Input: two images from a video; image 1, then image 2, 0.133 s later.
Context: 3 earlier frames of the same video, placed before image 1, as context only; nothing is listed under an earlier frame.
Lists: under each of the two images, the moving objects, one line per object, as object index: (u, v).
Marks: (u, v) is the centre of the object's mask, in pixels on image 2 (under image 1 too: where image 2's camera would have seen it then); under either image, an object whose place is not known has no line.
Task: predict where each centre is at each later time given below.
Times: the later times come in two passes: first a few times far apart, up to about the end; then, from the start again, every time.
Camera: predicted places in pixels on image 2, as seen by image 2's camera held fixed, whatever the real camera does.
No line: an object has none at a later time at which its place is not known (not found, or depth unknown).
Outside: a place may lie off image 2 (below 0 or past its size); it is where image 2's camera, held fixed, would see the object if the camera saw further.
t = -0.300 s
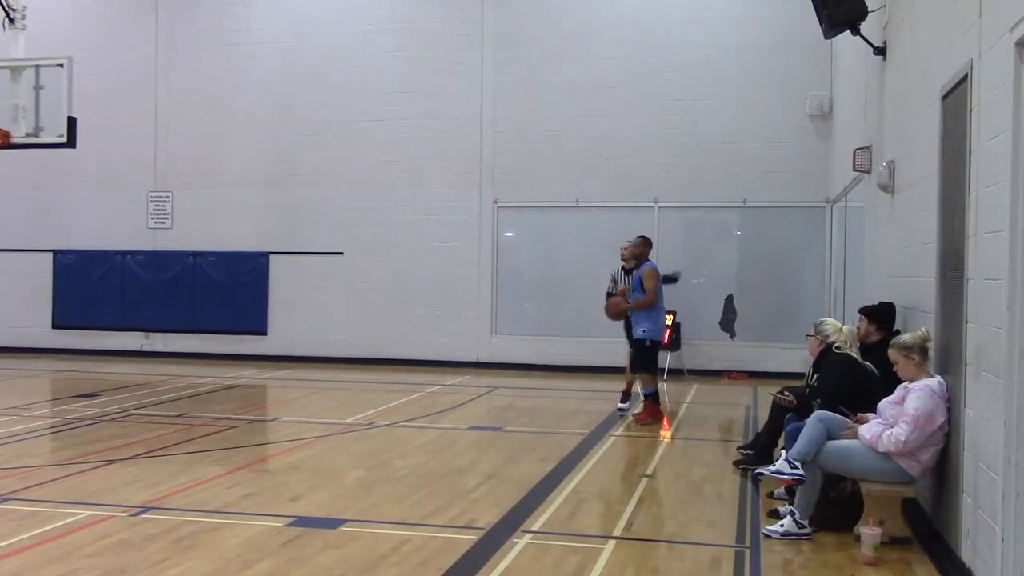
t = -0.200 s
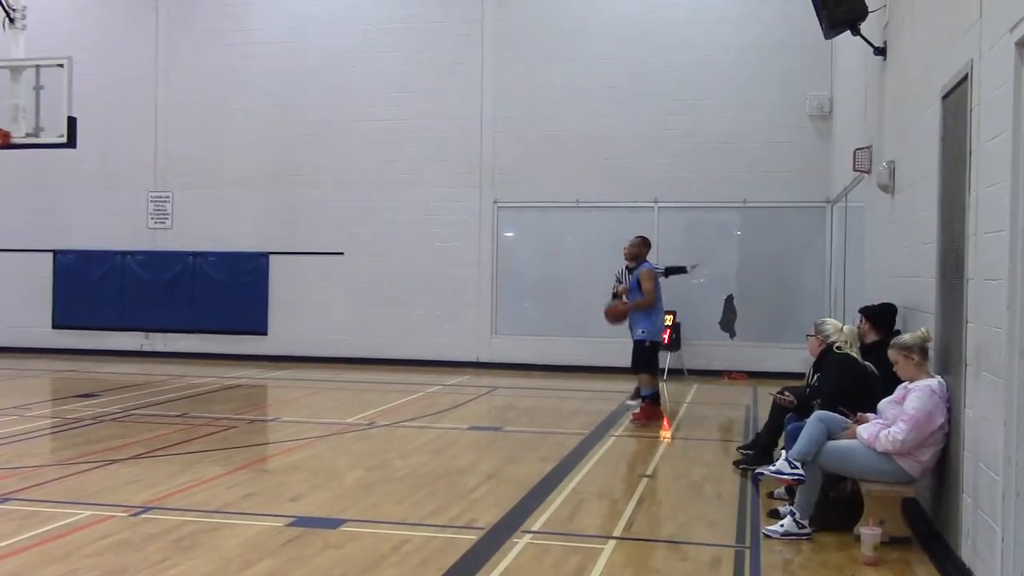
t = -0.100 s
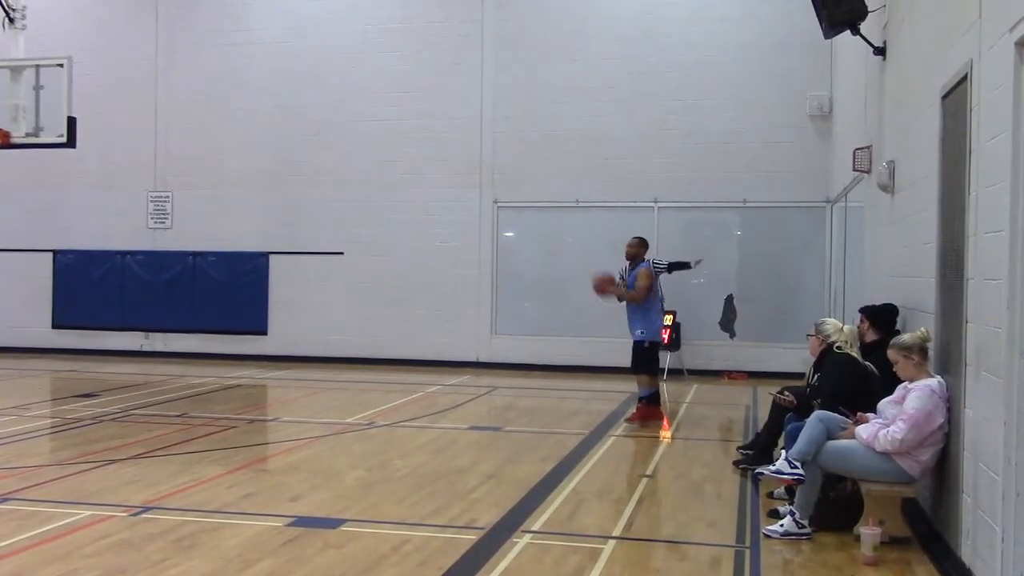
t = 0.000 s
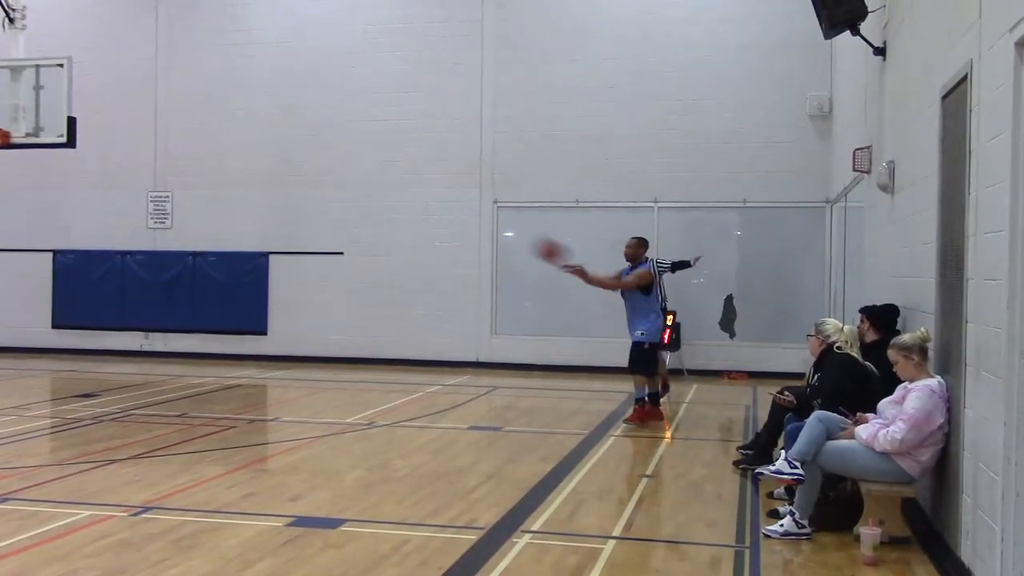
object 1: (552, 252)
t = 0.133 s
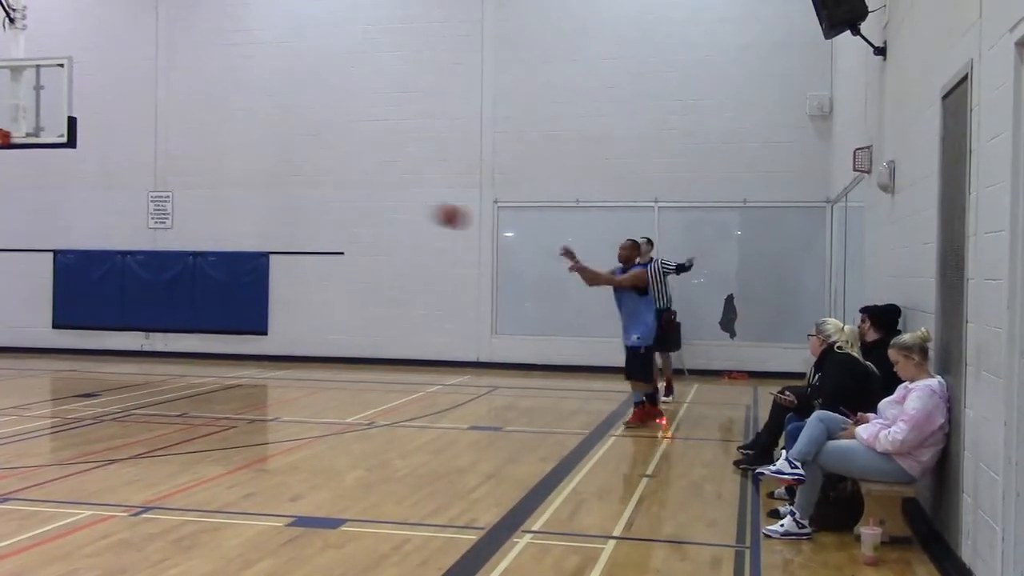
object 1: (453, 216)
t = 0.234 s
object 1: (375, 201)
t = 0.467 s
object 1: (191, 208)
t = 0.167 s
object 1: (427, 210)
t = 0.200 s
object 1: (400, 205)
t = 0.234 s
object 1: (375, 201)
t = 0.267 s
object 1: (350, 198)
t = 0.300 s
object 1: (323, 198)
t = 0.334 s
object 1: (297, 198)
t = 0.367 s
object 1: (270, 198)
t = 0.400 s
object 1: (244, 200)
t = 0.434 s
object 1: (217, 204)
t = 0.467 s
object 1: (191, 208)
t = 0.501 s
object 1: (164, 213)
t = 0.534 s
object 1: (137, 220)
